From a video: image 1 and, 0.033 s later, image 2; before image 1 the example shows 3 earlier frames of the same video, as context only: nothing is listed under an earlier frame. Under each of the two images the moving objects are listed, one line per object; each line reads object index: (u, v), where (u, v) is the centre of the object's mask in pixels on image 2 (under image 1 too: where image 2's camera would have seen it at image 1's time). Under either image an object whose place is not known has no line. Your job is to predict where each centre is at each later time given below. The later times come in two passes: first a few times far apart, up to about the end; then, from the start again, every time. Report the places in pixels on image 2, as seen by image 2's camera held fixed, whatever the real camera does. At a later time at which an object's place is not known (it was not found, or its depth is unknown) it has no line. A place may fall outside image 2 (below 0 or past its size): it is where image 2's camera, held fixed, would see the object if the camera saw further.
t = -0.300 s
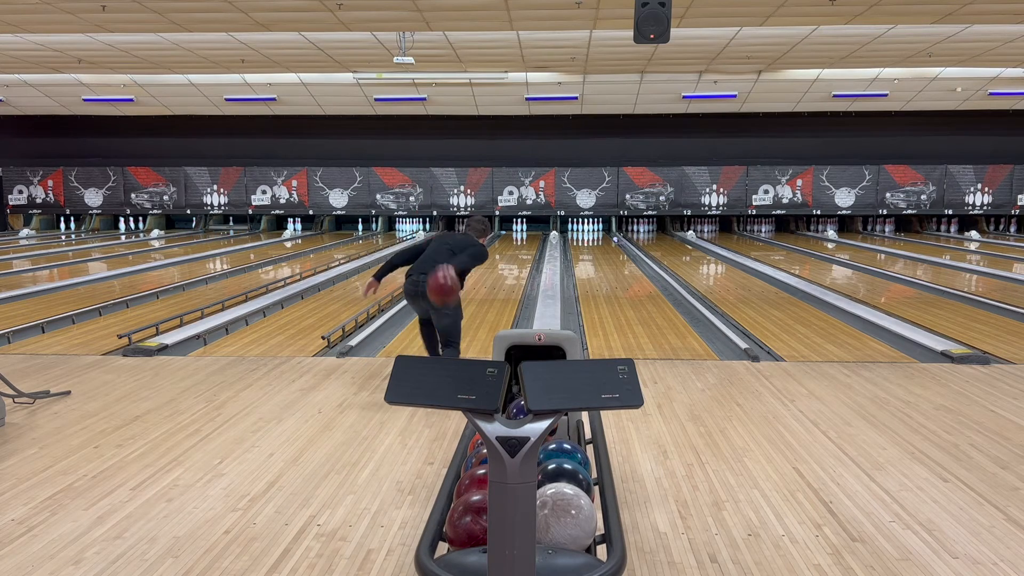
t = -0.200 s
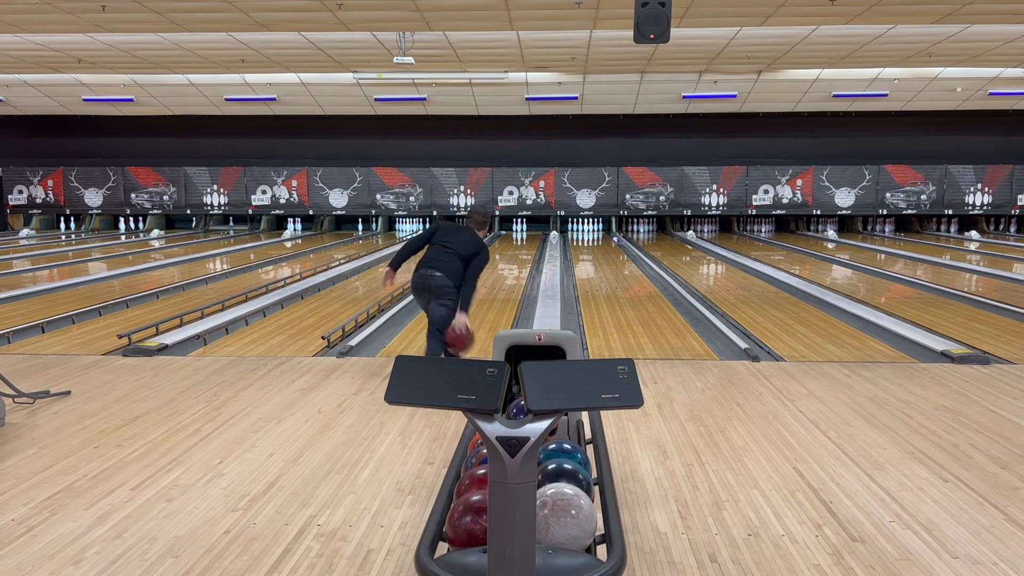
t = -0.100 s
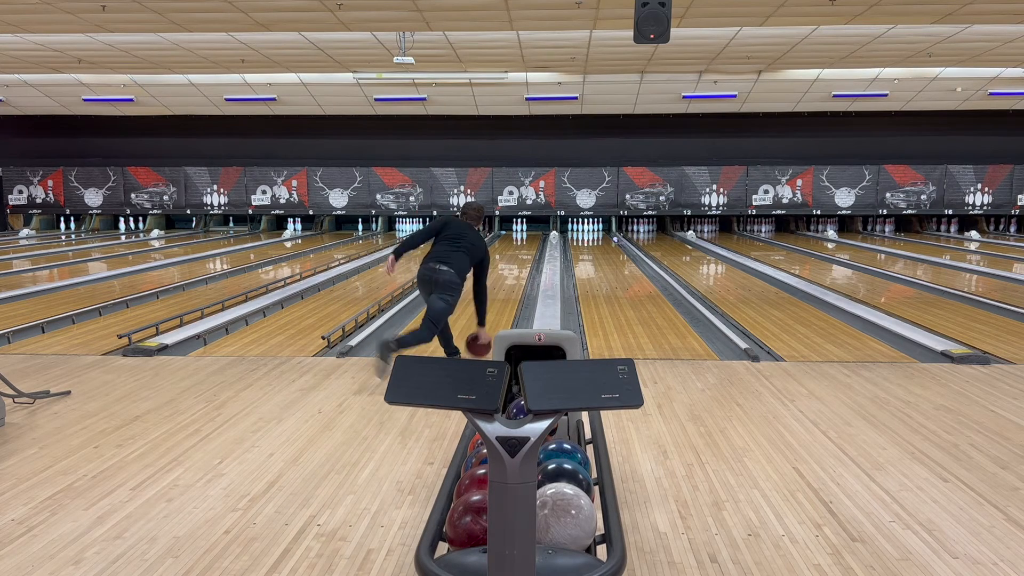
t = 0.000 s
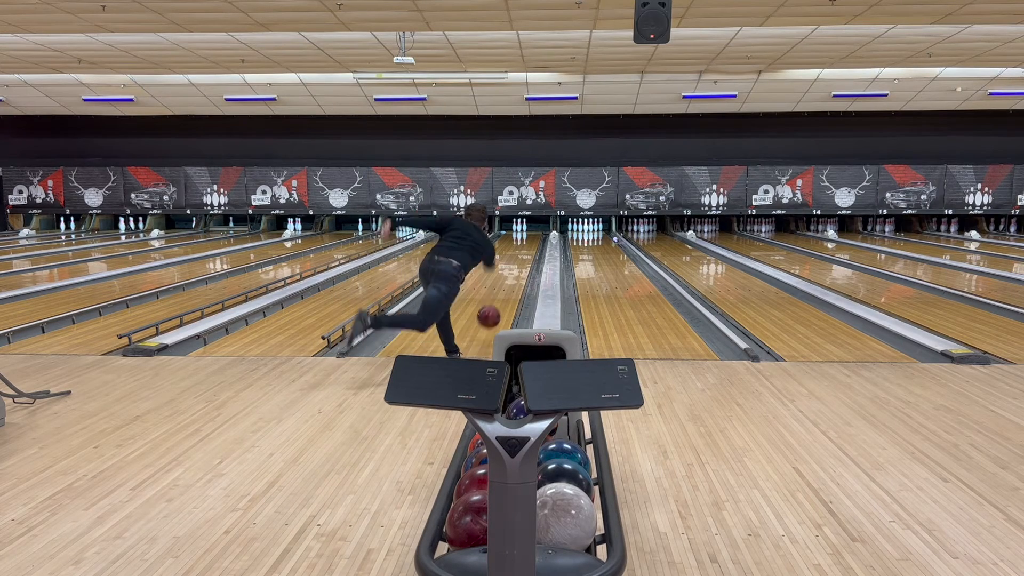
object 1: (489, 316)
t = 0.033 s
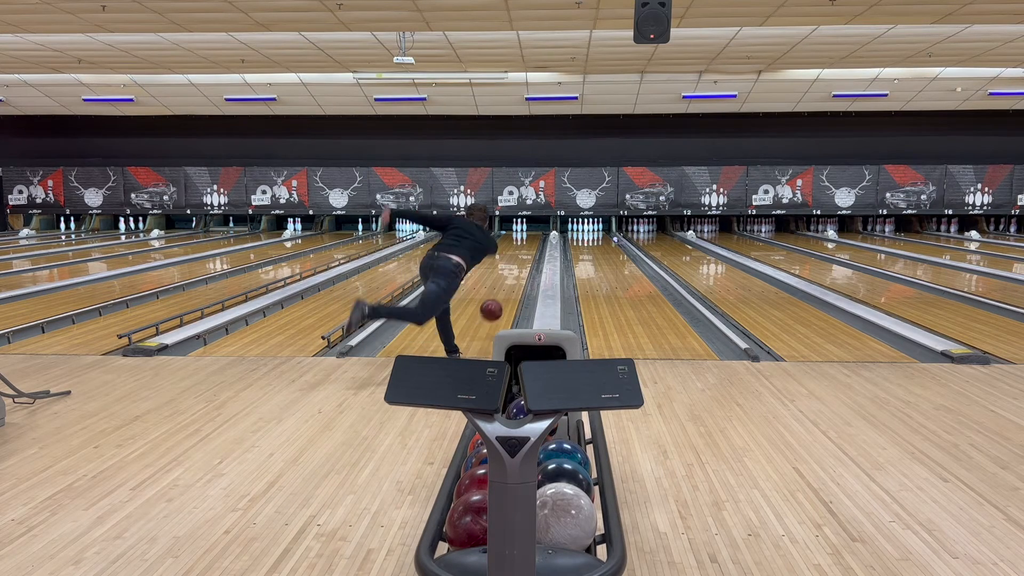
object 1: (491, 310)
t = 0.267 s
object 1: (505, 294)
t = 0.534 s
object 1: (512, 274)
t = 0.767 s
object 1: (518, 261)
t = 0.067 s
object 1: (493, 305)
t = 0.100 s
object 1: (496, 302)
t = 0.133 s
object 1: (498, 299)
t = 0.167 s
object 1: (500, 298)
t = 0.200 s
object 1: (502, 298)
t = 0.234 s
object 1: (503, 299)
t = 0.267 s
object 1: (505, 294)
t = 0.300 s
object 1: (506, 290)
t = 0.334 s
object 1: (507, 287)
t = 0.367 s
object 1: (509, 285)
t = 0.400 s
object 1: (510, 284)
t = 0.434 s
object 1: (511, 281)
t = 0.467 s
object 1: (512, 279)
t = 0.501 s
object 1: (513, 276)
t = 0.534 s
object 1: (512, 274)
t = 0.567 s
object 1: (515, 272)
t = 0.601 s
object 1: (515, 270)
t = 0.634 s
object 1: (516, 268)
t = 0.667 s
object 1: (517, 266)
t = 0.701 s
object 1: (517, 264)
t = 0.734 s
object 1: (518, 263)
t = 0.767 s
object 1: (518, 261)
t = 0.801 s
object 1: (519, 260)
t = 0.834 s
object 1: (519, 258)
